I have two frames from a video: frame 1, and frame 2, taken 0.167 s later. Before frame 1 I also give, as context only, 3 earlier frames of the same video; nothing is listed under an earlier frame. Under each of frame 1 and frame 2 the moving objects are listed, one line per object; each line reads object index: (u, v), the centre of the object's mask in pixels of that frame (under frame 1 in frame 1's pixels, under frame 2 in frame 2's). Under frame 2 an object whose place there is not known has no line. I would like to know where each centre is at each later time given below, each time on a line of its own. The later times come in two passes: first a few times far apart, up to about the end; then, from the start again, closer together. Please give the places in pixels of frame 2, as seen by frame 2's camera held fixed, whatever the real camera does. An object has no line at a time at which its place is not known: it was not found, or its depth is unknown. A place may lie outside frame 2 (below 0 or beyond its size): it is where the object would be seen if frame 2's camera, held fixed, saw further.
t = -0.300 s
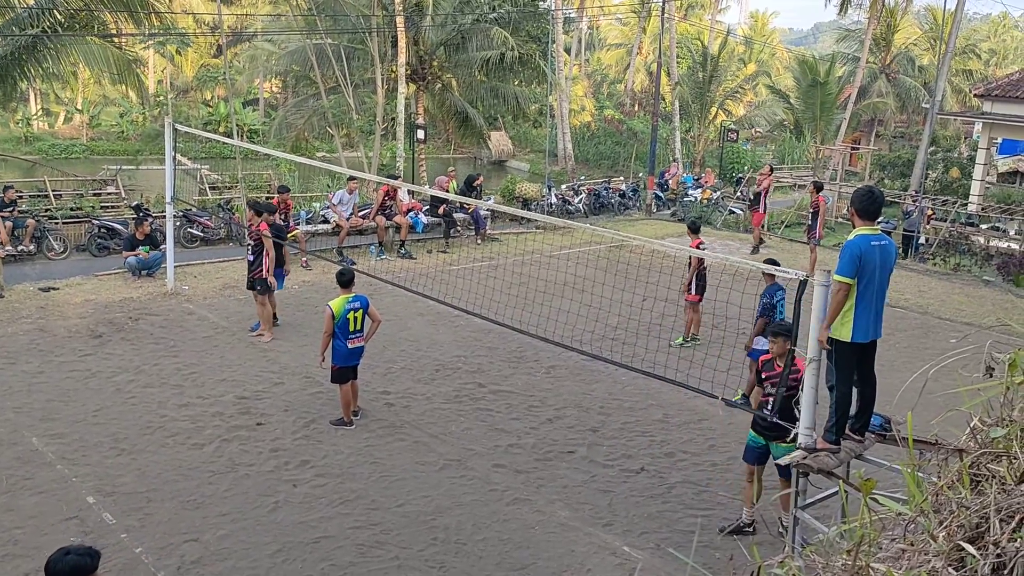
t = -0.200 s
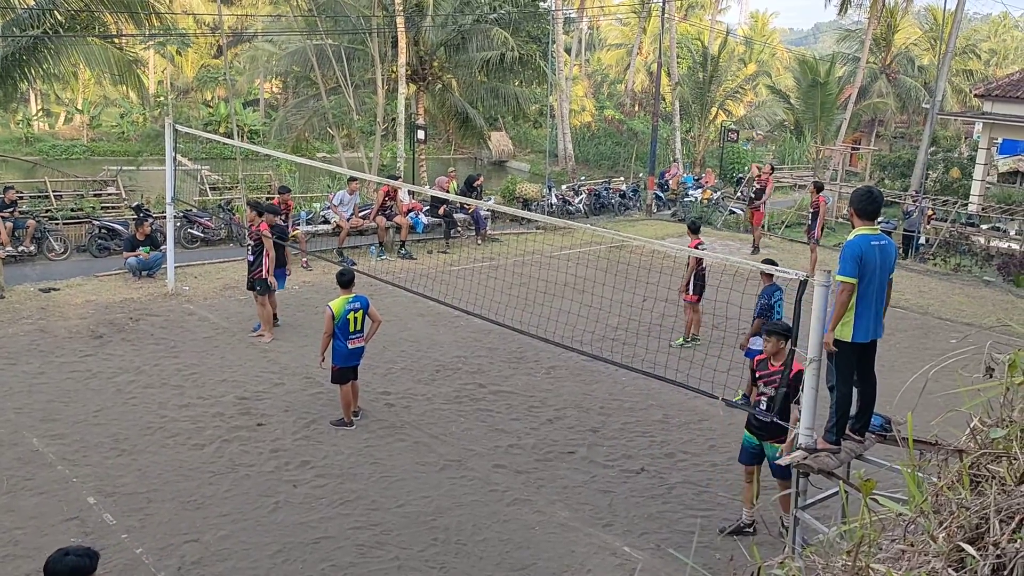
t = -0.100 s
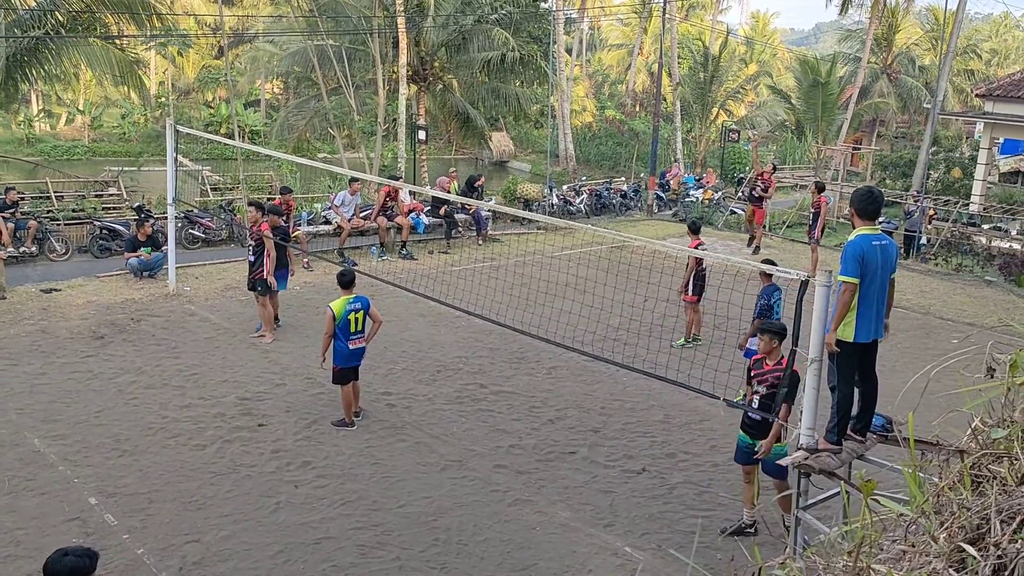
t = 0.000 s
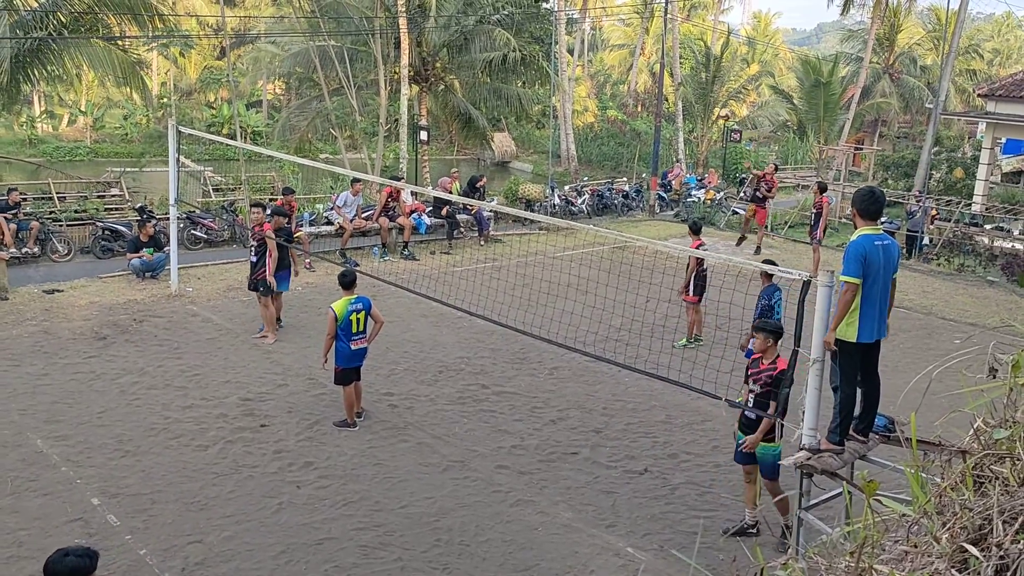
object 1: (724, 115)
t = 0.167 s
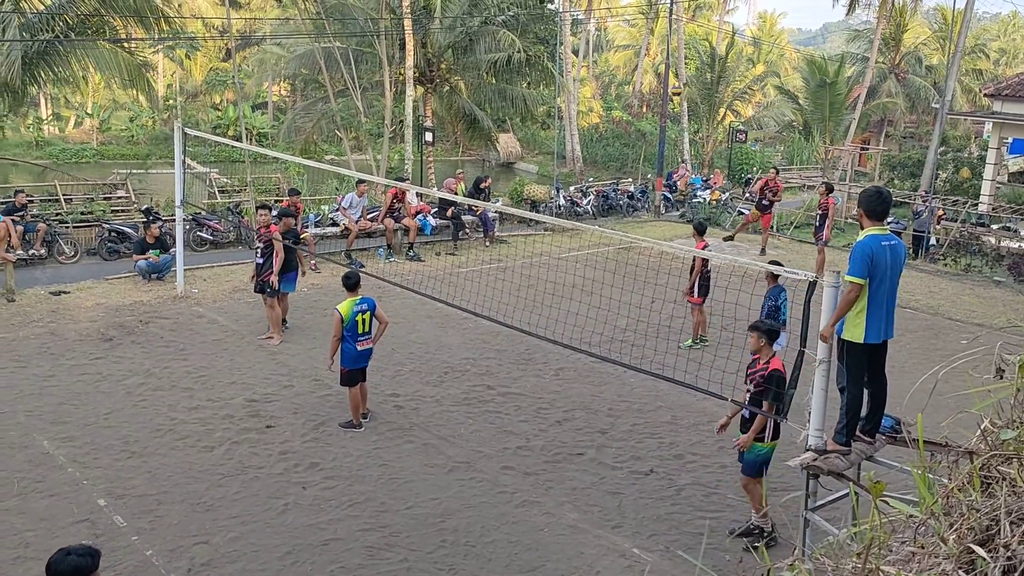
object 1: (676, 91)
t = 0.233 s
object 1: (651, 84)
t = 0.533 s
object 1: (511, 91)
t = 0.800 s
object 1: (324, 192)
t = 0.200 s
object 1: (664, 86)
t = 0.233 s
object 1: (651, 84)
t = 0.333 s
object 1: (611, 78)
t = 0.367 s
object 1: (596, 78)
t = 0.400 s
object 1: (581, 79)
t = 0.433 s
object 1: (564, 80)
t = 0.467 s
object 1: (548, 82)
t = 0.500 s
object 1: (530, 86)
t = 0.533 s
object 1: (511, 91)
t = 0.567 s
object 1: (492, 98)
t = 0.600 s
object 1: (472, 106)
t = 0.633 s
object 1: (450, 115)
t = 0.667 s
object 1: (428, 127)
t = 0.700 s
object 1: (403, 142)
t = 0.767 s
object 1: (353, 174)
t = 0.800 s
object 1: (324, 192)
